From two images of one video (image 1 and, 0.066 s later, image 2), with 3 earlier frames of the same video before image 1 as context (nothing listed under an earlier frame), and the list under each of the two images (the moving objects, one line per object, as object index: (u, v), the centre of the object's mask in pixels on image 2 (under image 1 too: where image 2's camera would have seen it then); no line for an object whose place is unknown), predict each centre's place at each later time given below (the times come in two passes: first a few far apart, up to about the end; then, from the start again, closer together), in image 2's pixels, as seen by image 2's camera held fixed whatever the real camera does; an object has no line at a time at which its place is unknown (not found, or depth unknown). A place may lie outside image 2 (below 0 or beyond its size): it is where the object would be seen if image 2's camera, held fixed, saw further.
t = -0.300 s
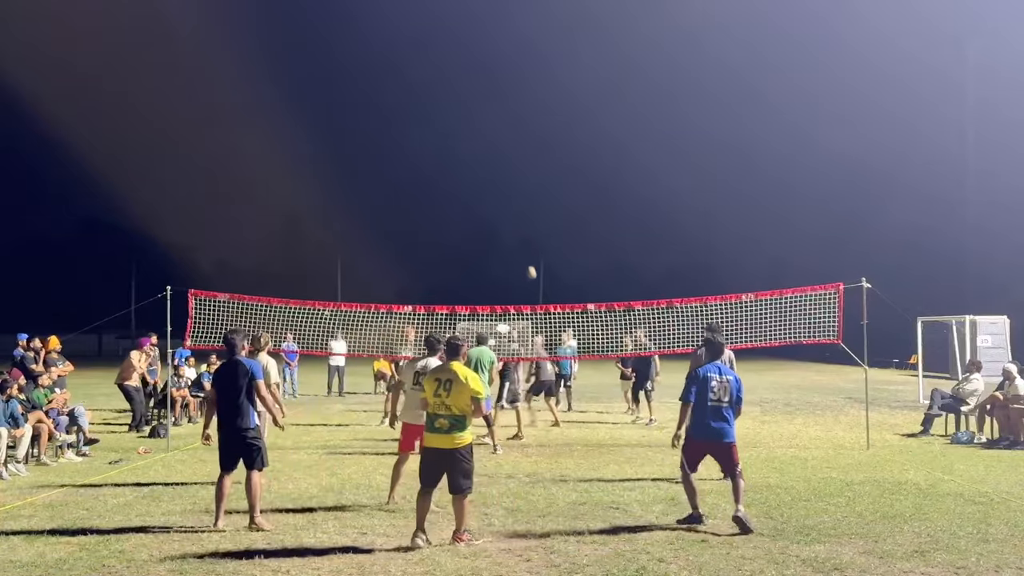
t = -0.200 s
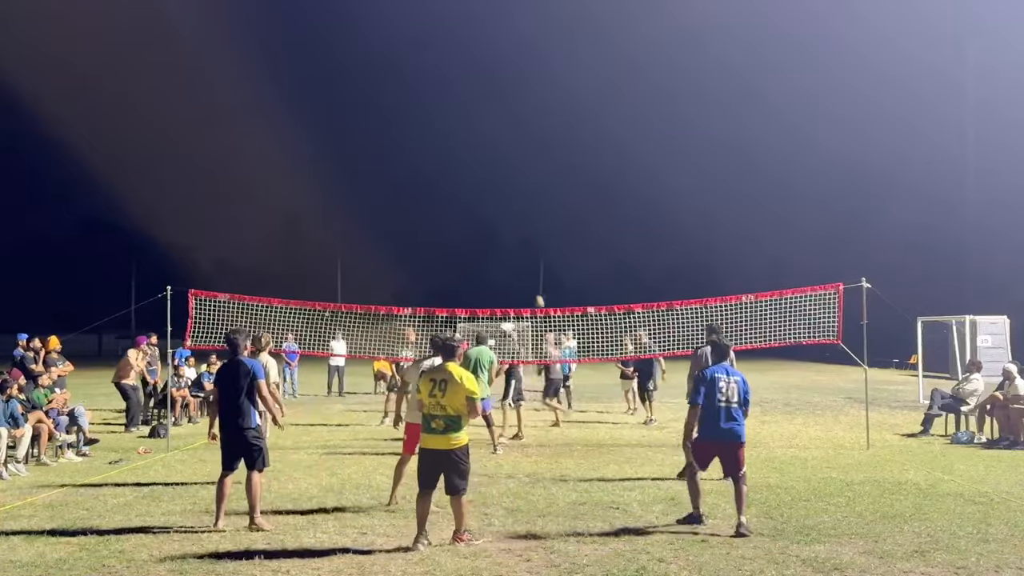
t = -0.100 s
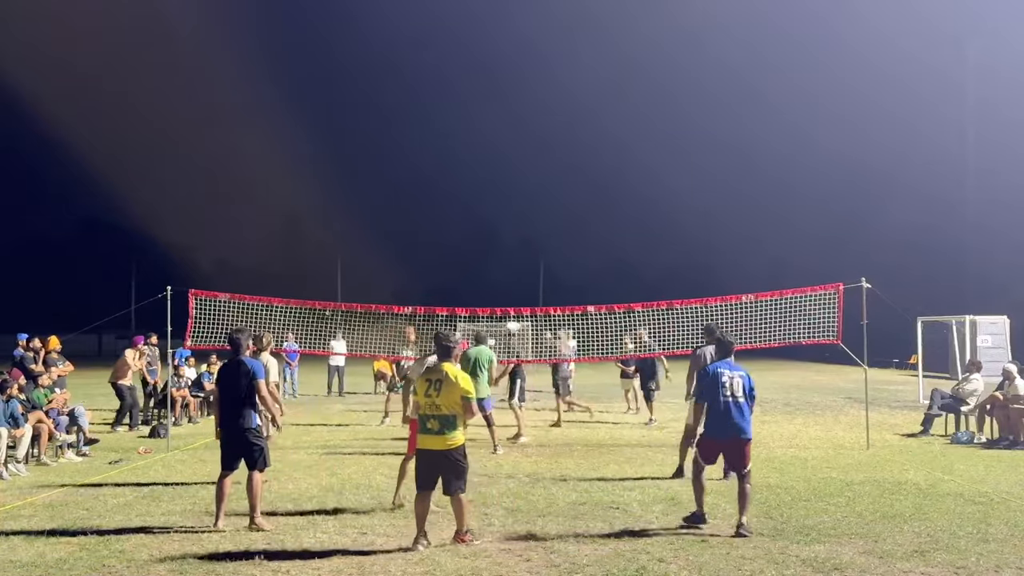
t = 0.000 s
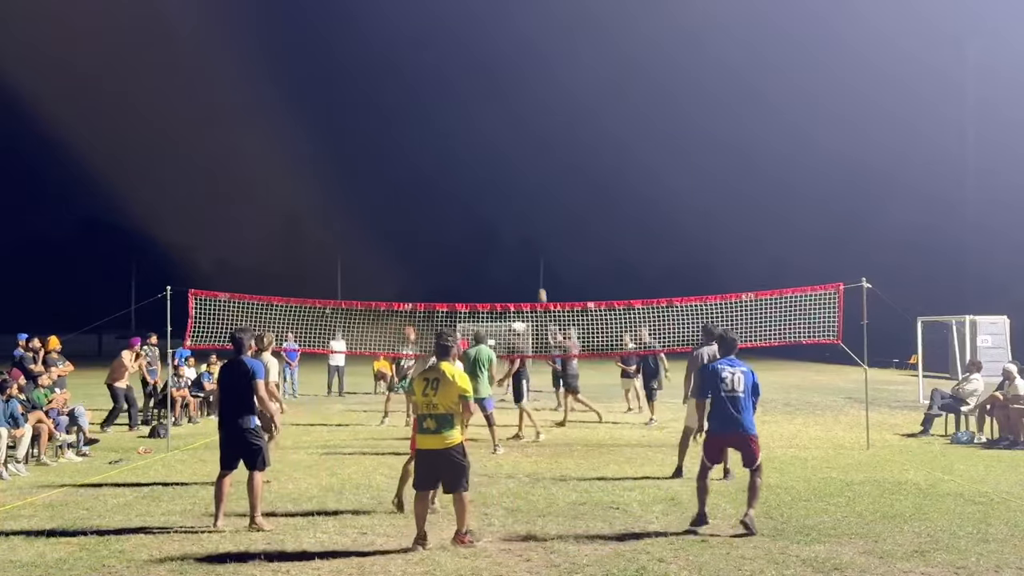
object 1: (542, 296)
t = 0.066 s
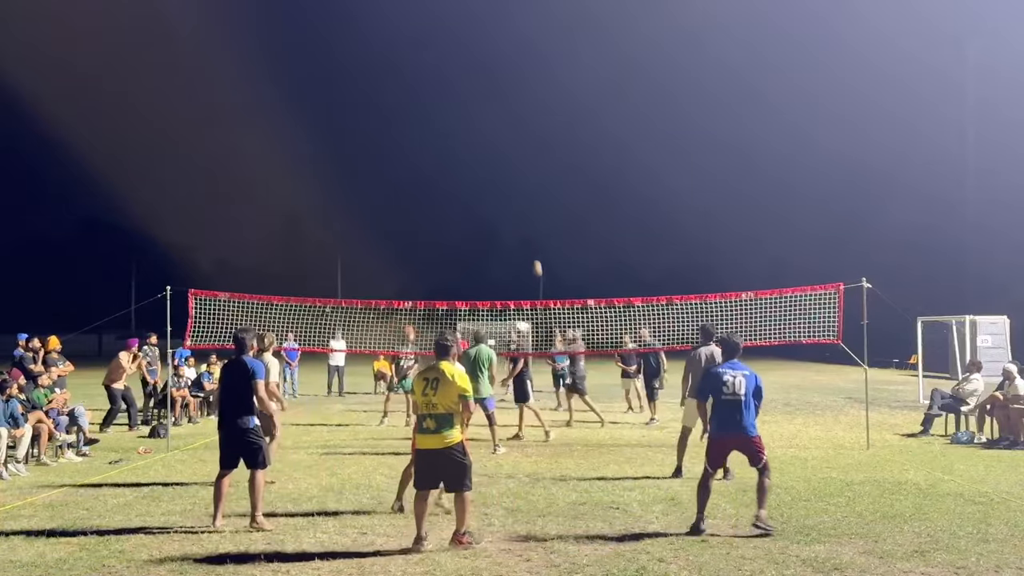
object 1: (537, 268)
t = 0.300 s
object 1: (518, 183)
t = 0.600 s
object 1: (487, 107)
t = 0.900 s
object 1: (447, 82)
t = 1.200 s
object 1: (395, 132)
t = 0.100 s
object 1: (535, 255)
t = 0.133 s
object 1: (532, 242)
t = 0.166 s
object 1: (530, 229)
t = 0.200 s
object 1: (527, 217)
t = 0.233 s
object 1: (524, 205)
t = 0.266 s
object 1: (521, 193)
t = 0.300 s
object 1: (518, 183)
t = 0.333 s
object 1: (515, 172)
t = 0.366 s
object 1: (512, 162)
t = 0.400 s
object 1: (509, 153)
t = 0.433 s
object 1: (505, 144)
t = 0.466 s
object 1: (502, 135)
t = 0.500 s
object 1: (498, 127)
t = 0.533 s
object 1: (495, 120)
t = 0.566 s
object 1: (491, 113)
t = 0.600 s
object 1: (487, 107)
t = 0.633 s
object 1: (483, 101)
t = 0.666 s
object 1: (479, 96)
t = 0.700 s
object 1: (475, 92)
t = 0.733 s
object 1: (470, 88)
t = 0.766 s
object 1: (466, 85)
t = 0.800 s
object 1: (461, 83)
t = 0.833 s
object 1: (456, 82)
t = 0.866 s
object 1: (452, 82)
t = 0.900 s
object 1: (447, 82)
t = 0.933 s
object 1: (442, 83)
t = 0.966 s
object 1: (436, 86)
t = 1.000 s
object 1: (431, 89)
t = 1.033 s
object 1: (425, 93)
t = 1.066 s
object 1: (420, 99)
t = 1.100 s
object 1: (415, 105)
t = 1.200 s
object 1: (395, 132)
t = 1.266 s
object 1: (381, 157)
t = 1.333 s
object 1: (367, 188)
